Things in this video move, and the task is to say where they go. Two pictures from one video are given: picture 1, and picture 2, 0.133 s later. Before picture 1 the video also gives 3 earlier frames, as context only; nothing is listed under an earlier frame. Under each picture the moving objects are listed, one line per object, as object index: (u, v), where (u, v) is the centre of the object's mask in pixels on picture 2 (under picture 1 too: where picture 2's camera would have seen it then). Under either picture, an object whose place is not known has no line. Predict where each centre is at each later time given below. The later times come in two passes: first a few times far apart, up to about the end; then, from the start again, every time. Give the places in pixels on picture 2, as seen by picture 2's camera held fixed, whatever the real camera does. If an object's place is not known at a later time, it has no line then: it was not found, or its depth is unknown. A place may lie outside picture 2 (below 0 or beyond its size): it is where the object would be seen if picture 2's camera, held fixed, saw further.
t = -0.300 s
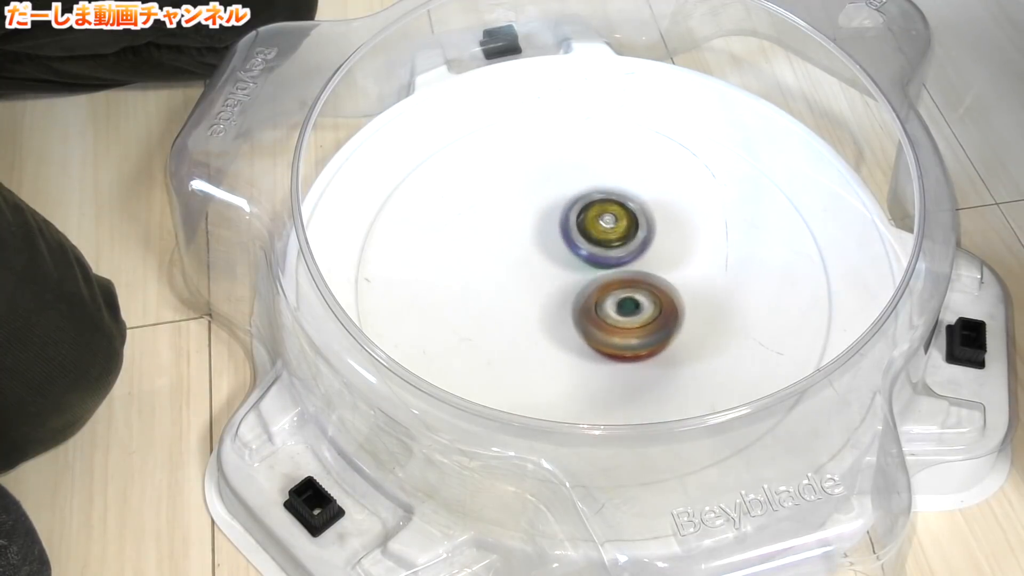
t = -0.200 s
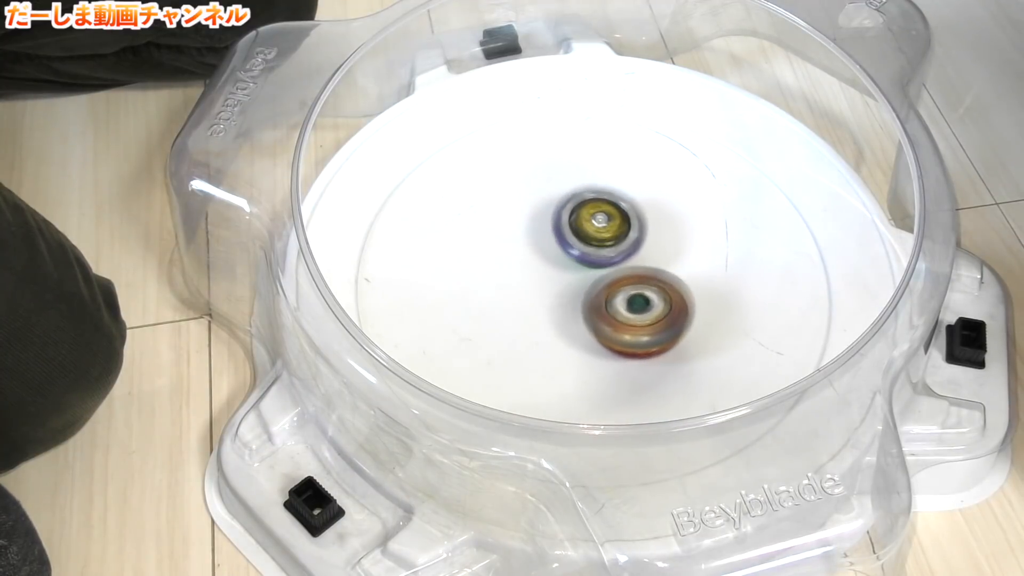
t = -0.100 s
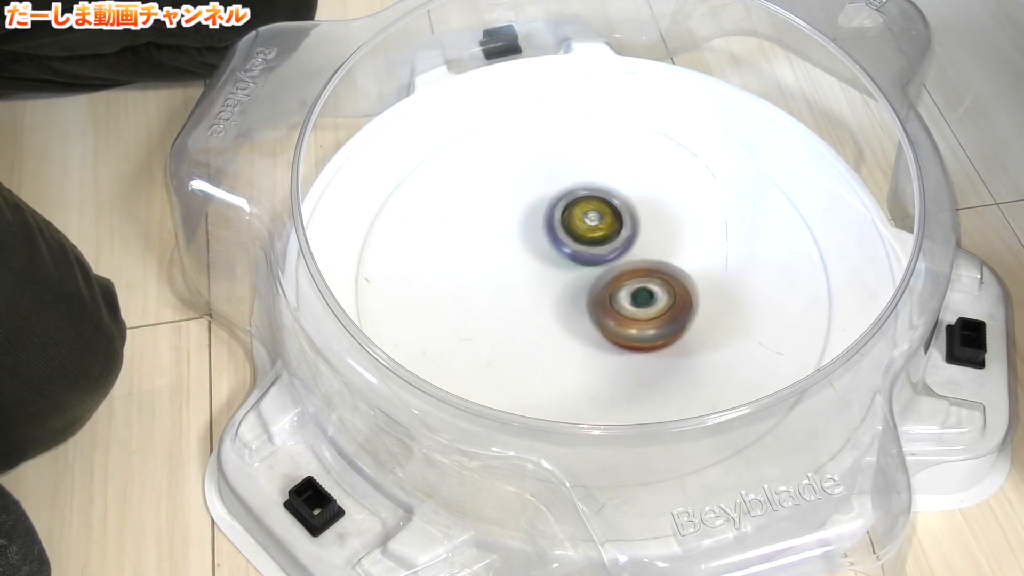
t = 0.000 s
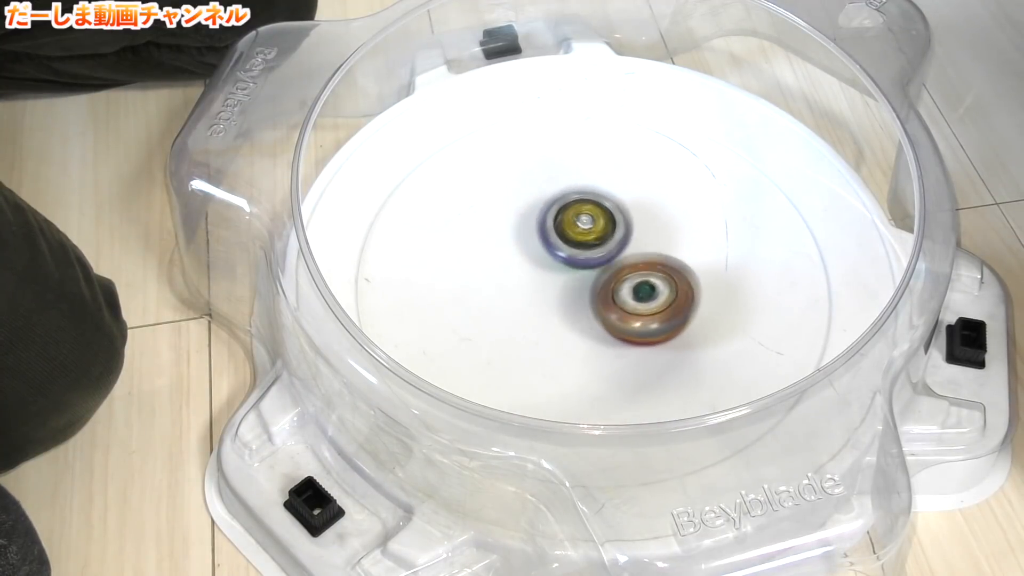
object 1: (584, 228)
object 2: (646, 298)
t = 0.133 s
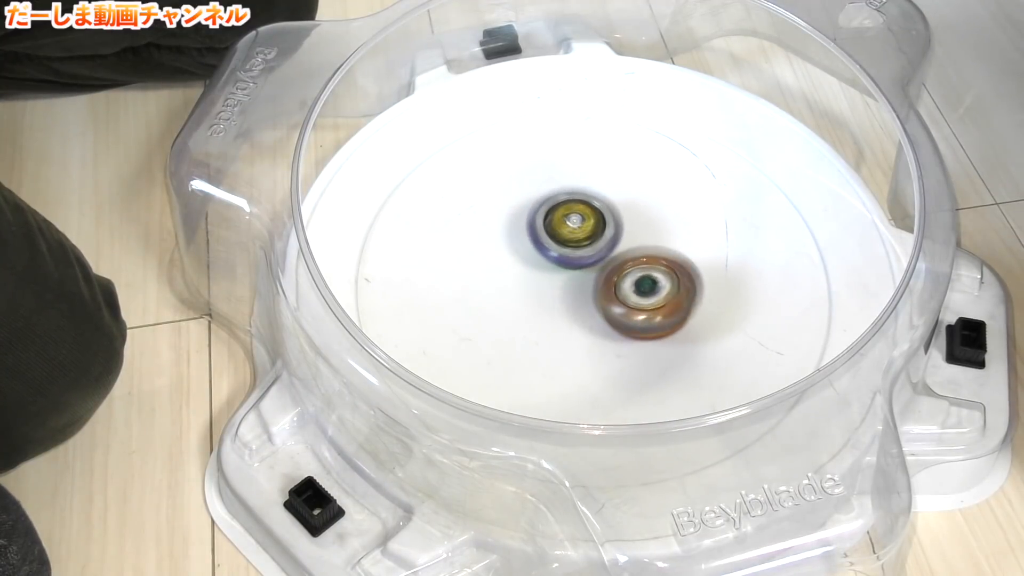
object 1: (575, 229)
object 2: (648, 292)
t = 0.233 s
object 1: (567, 229)
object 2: (648, 288)
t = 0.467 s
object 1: (547, 236)
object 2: (646, 283)
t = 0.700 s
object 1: (511, 236)
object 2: (655, 285)
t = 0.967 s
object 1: (541, 246)
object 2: (640, 281)
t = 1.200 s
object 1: (460, 209)
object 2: (705, 304)
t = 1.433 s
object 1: (511, 224)
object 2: (689, 296)
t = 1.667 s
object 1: (531, 212)
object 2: (713, 313)
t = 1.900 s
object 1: (467, 195)
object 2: (752, 362)
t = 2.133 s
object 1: (514, 255)
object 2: (715, 355)
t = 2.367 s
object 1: (522, 268)
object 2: (658, 333)
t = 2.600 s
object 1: (401, 185)
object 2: (695, 343)
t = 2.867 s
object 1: (490, 244)
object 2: (651, 313)
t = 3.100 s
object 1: (510, 235)
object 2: (635, 295)
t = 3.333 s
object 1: (509, 228)
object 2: (653, 299)
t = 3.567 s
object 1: (541, 253)
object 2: (645, 291)
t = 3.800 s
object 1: (492, 247)
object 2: (672, 293)
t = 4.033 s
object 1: (509, 252)
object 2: (643, 284)
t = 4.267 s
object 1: (506, 245)
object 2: (624, 287)
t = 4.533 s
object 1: (517, 249)
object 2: (629, 292)
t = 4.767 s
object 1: (530, 257)
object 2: (632, 288)
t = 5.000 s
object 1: (519, 251)
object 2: (639, 281)
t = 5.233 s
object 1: (532, 247)
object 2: (634, 274)
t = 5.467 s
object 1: (528, 250)
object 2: (646, 277)
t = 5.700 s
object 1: (536, 264)
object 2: (638, 282)
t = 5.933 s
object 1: (529, 266)
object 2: (640, 286)
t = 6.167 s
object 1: (534, 264)
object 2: (639, 284)
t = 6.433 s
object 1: (529, 262)
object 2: (649, 283)
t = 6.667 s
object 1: (536, 271)
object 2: (642, 282)
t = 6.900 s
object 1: (514, 263)
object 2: (677, 283)
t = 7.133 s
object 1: (540, 266)
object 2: (659, 267)
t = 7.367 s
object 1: (531, 277)
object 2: (640, 262)
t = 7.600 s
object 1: (530, 271)
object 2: (626, 263)
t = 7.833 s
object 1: (519, 271)
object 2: (652, 257)
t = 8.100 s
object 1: (533, 275)
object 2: (633, 247)
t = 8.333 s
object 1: (520, 283)
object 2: (623, 250)
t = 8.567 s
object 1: (512, 288)
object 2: (626, 255)
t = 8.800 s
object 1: (519, 290)
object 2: (628, 265)
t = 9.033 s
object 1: (520, 289)
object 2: (624, 254)
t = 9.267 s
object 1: (535, 297)
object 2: (620, 247)
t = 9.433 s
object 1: (529, 293)
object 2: (605, 253)
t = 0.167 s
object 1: (572, 229)
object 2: (648, 291)
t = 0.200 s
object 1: (569, 229)
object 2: (648, 290)
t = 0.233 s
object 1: (567, 229)
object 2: (648, 288)
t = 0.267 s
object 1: (566, 231)
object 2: (648, 287)
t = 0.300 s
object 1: (564, 232)
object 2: (648, 286)
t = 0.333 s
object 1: (558, 231)
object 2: (650, 287)
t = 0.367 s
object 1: (553, 231)
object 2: (650, 286)
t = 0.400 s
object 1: (550, 232)
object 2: (649, 285)
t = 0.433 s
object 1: (548, 233)
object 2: (648, 284)
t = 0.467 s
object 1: (547, 236)
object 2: (646, 283)
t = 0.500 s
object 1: (547, 239)
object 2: (644, 282)
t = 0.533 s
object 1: (548, 242)
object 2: (643, 281)
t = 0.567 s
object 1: (543, 241)
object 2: (647, 282)
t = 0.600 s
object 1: (529, 237)
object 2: (652, 283)
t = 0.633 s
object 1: (520, 236)
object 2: (654, 284)
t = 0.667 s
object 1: (514, 235)
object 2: (655, 285)
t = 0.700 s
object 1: (511, 236)
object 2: (655, 285)
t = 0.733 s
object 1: (511, 238)
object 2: (655, 285)
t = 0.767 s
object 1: (513, 239)
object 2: (654, 284)
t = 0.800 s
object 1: (516, 241)
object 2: (653, 284)
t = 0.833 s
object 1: (520, 242)
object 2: (651, 284)
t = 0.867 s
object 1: (524, 243)
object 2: (649, 283)
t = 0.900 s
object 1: (529, 244)
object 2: (646, 282)
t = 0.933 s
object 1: (535, 245)
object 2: (644, 281)
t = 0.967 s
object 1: (541, 246)
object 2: (640, 281)
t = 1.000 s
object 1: (532, 240)
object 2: (653, 284)
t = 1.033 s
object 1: (505, 228)
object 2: (677, 291)
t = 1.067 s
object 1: (484, 218)
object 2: (694, 296)
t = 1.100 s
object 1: (470, 211)
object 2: (701, 300)
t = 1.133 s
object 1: (462, 209)
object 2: (704, 302)
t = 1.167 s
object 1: (459, 208)
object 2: (705, 304)
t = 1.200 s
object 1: (460, 209)
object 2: (705, 304)
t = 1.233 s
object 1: (463, 210)
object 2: (705, 304)
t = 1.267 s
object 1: (470, 212)
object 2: (704, 303)
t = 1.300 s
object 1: (477, 214)
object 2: (702, 301)
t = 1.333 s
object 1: (485, 217)
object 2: (700, 300)
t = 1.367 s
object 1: (493, 218)
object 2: (697, 299)
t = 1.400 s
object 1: (501, 221)
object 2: (694, 298)
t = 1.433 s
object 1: (511, 224)
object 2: (689, 296)
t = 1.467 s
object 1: (522, 226)
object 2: (685, 294)
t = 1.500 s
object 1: (533, 229)
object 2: (680, 292)
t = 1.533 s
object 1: (545, 232)
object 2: (674, 290)
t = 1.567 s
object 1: (556, 236)
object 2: (666, 288)
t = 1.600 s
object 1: (567, 239)
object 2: (661, 286)
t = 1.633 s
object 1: (560, 234)
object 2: (676, 292)
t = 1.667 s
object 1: (531, 212)
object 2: (713, 313)
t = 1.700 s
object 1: (509, 200)
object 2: (737, 326)
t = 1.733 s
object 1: (490, 187)
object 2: (753, 340)
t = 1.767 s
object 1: (476, 180)
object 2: (761, 349)
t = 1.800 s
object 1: (467, 179)
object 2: (761, 355)
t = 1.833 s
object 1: (465, 181)
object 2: (758, 359)
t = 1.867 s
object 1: (465, 188)
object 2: (755, 361)
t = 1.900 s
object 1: (467, 195)
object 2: (752, 362)
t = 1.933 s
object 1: (471, 205)
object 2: (748, 361)
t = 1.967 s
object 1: (478, 214)
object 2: (744, 361)
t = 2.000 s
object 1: (483, 222)
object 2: (741, 361)
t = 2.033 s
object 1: (490, 231)
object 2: (735, 360)
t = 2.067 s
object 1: (498, 240)
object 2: (728, 359)
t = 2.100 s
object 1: (506, 248)
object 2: (723, 358)
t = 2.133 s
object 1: (514, 255)
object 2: (715, 355)
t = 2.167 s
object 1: (522, 262)
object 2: (705, 351)
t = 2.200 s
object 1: (529, 267)
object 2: (697, 347)
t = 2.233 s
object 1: (534, 273)
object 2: (685, 343)
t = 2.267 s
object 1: (540, 278)
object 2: (672, 338)
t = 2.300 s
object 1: (546, 283)
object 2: (658, 332)
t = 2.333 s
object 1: (550, 285)
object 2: (643, 326)
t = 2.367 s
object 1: (522, 268)
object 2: (658, 333)
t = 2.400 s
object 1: (483, 244)
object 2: (681, 338)
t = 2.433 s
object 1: (456, 225)
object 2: (693, 343)
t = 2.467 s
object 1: (432, 206)
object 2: (696, 345)
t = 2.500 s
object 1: (417, 194)
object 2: (696, 345)
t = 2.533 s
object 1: (406, 184)
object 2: (696, 345)
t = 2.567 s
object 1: (402, 182)
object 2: (696, 344)
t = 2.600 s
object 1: (401, 185)
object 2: (695, 343)
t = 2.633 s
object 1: (405, 190)
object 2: (692, 340)
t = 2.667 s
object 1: (409, 196)
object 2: (690, 337)
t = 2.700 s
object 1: (417, 202)
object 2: (686, 334)
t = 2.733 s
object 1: (429, 211)
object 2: (681, 331)
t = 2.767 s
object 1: (441, 219)
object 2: (676, 327)
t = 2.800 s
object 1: (458, 229)
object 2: (668, 323)
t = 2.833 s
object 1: (473, 236)
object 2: (661, 318)
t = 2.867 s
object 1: (490, 244)
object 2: (651, 313)
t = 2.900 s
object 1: (507, 250)
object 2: (639, 306)
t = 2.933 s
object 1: (521, 255)
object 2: (629, 298)
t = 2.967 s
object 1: (526, 254)
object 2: (626, 294)
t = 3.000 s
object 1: (523, 251)
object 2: (626, 292)
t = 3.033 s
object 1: (526, 249)
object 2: (622, 290)
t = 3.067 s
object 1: (529, 248)
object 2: (620, 289)
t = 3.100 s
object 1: (510, 235)
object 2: (635, 295)
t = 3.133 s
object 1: (499, 225)
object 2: (646, 299)
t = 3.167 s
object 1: (494, 220)
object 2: (651, 301)
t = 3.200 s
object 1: (492, 219)
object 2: (652, 301)
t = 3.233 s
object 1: (494, 220)
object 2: (652, 301)
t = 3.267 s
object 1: (498, 221)
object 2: (652, 302)
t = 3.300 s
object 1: (503, 225)
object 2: (653, 301)
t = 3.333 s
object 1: (509, 228)
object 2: (653, 299)
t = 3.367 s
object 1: (514, 230)
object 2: (652, 298)
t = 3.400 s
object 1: (520, 234)
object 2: (652, 297)
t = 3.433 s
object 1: (526, 238)
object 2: (650, 295)
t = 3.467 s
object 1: (531, 241)
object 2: (647, 294)
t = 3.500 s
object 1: (538, 246)
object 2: (645, 292)
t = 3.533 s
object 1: (545, 251)
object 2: (643, 291)
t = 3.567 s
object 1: (541, 253)
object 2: (645, 291)
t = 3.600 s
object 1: (522, 246)
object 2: (662, 295)
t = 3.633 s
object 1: (509, 243)
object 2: (671, 296)
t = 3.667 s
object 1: (499, 242)
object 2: (672, 296)
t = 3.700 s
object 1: (495, 243)
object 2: (672, 295)
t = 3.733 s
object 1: (491, 244)
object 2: (672, 295)
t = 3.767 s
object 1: (491, 245)
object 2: (673, 294)
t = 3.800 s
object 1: (492, 247)
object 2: (672, 293)
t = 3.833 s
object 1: (493, 249)
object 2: (670, 293)
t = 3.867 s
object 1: (494, 251)
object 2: (669, 291)
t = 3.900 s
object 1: (495, 251)
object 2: (665, 289)
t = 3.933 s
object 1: (497, 251)
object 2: (661, 288)
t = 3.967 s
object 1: (501, 250)
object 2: (656, 286)
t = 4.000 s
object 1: (505, 251)
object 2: (650, 285)
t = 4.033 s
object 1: (509, 252)
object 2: (643, 284)
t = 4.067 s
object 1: (512, 252)
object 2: (635, 283)
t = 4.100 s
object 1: (517, 253)
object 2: (627, 283)
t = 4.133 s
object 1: (519, 252)
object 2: (619, 282)
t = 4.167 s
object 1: (510, 248)
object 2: (625, 285)
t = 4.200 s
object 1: (506, 245)
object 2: (627, 288)
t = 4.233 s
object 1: (504, 245)
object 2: (626, 288)
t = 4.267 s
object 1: (506, 245)
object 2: (624, 287)
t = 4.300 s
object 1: (506, 246)
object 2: (624, 288)
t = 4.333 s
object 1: (510, 247)
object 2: (622, 290)
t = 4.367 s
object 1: (513, 248)
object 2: (624, 291)
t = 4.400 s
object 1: (517, 250)
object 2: (624, 290)
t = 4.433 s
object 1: (522, 252)
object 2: (623, 290)
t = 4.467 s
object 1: (524, 254)
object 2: (623, 290)
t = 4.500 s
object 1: (521, 252)
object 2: (627, 293)
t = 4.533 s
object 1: (517, 249)
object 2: (629, 292)
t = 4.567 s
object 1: (520, 250)
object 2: (629, 291)
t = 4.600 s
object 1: (521, 250)
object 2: (629, 291)
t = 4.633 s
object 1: (524, 252)
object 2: (629, 291)
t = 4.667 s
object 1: (526, 253)
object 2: (630, 290)
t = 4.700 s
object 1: (529, 254)
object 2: (629, 289)
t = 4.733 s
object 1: (531, 255)
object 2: (629, 289)
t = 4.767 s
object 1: (530, 257)
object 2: (632, 288)
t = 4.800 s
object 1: (531, 258)
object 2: (630, 287)
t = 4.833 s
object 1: (528, 257)
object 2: (631, 286)
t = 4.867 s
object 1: (528, 257)
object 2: (630, 284)
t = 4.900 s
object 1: (527, 256)
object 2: (630, 283)
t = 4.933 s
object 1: (525, 255)
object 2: (631, 284)
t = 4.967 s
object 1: (519, 252)
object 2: (638, 284)
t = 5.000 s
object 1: (519, 251)
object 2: (639, 281)
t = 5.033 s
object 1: (519, 250)
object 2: (638, 278)
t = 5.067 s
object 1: (519, 249)
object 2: (638, 278)
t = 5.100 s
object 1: (521, 247)
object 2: (638, 277)
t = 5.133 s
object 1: (523, 247)
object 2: (638, 276)
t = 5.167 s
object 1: (526, 246)
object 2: (636, 275)
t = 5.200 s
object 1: (528, 247)
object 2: (634, 274)
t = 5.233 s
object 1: (532, 247)
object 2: (634, 274)
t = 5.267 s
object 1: (525, 245)
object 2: (642, 275)
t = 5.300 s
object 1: (521, 243)
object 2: (646, 274)
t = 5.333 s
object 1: (520, 244)
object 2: (646, 274)
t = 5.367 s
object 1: (522, 244)
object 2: (644, 274)
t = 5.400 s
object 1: (524, 246)
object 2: (644, 276)
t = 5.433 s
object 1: (526, 248)
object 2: (645, 277)
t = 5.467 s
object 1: (528, 250)
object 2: (646, 277)
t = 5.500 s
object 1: (530, 251)
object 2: (645, 277)
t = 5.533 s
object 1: (531, 254)
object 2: (643, 277)
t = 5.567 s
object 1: (534, 256)
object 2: (641, 277)
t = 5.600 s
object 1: (535, 259)
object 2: (639, 278)
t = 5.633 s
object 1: (536, 261)
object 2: (638, 280)
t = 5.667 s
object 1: (536, 263)
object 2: (639, 281)
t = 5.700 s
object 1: (536, 264)
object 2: (638, 282)
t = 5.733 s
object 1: (532, 265)
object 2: (642, 283)
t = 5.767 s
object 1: (531, 265)
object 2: (642, 283)
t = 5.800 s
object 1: (531, 266)
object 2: (641, 284)
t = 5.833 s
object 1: (530, 267)
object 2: (640, 284)
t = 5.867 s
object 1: (529, 268)
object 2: (640, 285)
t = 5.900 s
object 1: (528, 266)
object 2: (640, 286)
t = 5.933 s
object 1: (529, 266)
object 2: (640, 286)
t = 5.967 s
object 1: (529, 266)
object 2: (640, 287)
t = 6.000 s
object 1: (531, 266)
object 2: (638, 286)
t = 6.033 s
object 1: (531, 266)
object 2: (638, 287)
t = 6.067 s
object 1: (532, 266)
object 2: (640, 287)
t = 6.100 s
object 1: (529, 264)
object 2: (645, 287)
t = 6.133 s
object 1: (531, 264)
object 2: (643, 285)
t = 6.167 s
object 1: (534, 264)
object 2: (639, 284)
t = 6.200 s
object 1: (534, 264)
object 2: (638, 287)
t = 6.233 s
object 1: (525, 261)
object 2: (648, 288)
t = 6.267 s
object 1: (524, 259)
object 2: (651, 287)
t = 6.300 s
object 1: (525, 259)
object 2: (651, 286)
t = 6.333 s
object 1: (525, 259)
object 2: (652, 286)
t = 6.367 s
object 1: (526, 261)
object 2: (653, 285)
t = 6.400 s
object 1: (527, 261)
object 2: (652, 284)
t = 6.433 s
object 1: (529, 262)
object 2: (649, 283)
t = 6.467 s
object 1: (532, 263)
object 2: (647, 284)
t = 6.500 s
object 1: (535, 264)
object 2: (646, 284)
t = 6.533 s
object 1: (537, 266)
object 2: (644, 284)
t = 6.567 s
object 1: (538, 267)
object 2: (642, 283)
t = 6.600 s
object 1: (537, 268)
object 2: (641, 282)
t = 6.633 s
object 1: (535, 269)
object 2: (642, 283)
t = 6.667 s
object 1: (536, 271)
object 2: (642, 282)
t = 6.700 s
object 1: (529, 271)
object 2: (647, 282)
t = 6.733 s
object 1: (519, 271)
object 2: (657, 284)
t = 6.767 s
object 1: (513, 268)
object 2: (663, 287)
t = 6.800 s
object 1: (511, 266)
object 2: (668, 288)
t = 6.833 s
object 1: (511, 265)
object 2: (671, 287)
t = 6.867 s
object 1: (512, 264)
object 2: (672, 285)
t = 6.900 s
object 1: (514, 263)
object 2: (677, 283)
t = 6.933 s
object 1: (516, 260)
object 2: (679, 281)
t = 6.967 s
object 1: (517, 259)
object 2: (677, 279)
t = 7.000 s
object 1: (520, 261)
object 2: (674, 276)
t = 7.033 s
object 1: (524, 262)
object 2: (673, 273)
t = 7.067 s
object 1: (529, 263)
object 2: (669, 271)
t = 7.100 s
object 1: (534, 264)
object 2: (664, 271)
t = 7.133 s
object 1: (540, 266)
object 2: (659, 267)
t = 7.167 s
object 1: (548, 270)
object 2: (651, 265)
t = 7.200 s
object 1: (543, 272)
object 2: (655, 263)
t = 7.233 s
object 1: (539, 270)
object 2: (655, 260)
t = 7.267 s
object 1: (535, 274)
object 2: (651, 260)
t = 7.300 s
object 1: (534, 276)
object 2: (645, 262)
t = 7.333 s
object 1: (532, 276)
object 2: (642, 263)
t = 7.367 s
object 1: (531, 277)
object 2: (640, 262)
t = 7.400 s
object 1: (530, 276)
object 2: (638, 260)
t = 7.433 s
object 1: (528, 274)
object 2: (634, 259)
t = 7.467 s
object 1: (529, 275)
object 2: (631, 259)
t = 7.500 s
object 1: (531, 273)
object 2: (629, 261)
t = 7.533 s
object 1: (532, 273)
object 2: (629, 264)
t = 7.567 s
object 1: (533, 273)
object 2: (627, 262)
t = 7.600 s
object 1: (530, 271)
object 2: (626, 263)
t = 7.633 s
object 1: (530, 270)
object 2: (626, 262)
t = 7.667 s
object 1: (525, 270)
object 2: (633, 261)
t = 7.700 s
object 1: (522, 271)
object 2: (639, 262)
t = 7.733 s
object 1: (519, 269)
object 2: (642, 262)
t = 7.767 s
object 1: (518, 270)
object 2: (647, 261)
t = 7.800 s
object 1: (517, 269)
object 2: (651, 260)
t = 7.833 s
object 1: (519, 271)
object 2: (652, 257)
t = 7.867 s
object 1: (520, 271)
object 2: (653, 254)
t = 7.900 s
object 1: (521, 273)
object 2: (653, 252)
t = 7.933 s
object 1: (519, 274)
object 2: (652, 250)
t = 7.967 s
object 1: (522, 274)
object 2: (648, 250)
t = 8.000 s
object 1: (522, 275)
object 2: (646, 249)
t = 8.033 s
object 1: (526, 274)
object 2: (645, 246)
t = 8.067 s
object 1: (529, 276)
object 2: (640, 245)
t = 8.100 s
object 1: (533, 275)
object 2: (633, 247)
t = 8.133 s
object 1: (538, 278)
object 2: (629, 252)
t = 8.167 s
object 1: (539, 279)
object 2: (627, 252)
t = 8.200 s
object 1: (538, 280)
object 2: (626, 251)
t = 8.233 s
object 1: (532, 284)
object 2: (627, 249)
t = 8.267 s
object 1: (524, 285)
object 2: (626, 249)
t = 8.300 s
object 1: (522, 284)
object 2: (625, 249)
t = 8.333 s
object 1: (520, 283)
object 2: (623, 250)
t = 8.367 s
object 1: (520, 281)
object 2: (620, 250)
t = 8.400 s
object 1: (522, 281)
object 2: (619, 250)
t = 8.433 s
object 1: (522, 281)
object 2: (617, 253)
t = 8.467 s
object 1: (522, 280)
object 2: (617, 256)
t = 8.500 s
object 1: (517, 282)
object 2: (623, 256)
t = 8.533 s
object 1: (515, 285)
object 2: (625, 256)
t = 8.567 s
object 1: (512, 288)
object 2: (626, 255)
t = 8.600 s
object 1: (510, 290)
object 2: (627, 255)
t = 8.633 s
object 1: (509, 291)
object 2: (624, 255)
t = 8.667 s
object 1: (509, 291)
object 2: (621, 257)
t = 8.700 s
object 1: (511, 291)
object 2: (620, 261)
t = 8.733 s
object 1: (513, 291)
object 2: (625, 265)
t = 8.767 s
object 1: (515, 291)
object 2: (630, 266)
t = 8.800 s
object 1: (519, 290)
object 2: (628, 265)
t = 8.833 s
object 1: (524, 290)
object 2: (624, 265)
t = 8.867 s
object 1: (528, 290)
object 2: (621, 266)
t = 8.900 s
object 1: (530, 291)
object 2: (623, 266)
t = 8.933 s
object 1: (527, 293)
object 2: (625, 266)
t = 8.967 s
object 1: (519, 293)
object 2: (627, 262)
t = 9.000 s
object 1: (518, 291)
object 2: (626, 258)
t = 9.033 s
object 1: (520, 289)
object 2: (624, 254)
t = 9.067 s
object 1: (524, 288)
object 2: (623, 250)
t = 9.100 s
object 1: (529, 288)
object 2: (623, 249)
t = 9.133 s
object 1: (535, 290)
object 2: (622, 247)
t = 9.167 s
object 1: (540, 292)
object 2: (622, 247)
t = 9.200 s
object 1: (541, 295)
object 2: (623, 244)
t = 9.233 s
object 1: (538, 298)
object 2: (622, 244)
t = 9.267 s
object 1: (535, 297)
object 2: (620, 247)
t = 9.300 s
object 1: (533, 296)
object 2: (618, 248)
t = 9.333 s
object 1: (532, 295)
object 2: (613, 249)
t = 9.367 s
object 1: (531, 294)
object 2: (608, 250)
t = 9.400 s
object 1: (530, 291)
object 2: (605, 251)
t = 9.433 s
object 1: (529, 293)
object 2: (605, 253)
